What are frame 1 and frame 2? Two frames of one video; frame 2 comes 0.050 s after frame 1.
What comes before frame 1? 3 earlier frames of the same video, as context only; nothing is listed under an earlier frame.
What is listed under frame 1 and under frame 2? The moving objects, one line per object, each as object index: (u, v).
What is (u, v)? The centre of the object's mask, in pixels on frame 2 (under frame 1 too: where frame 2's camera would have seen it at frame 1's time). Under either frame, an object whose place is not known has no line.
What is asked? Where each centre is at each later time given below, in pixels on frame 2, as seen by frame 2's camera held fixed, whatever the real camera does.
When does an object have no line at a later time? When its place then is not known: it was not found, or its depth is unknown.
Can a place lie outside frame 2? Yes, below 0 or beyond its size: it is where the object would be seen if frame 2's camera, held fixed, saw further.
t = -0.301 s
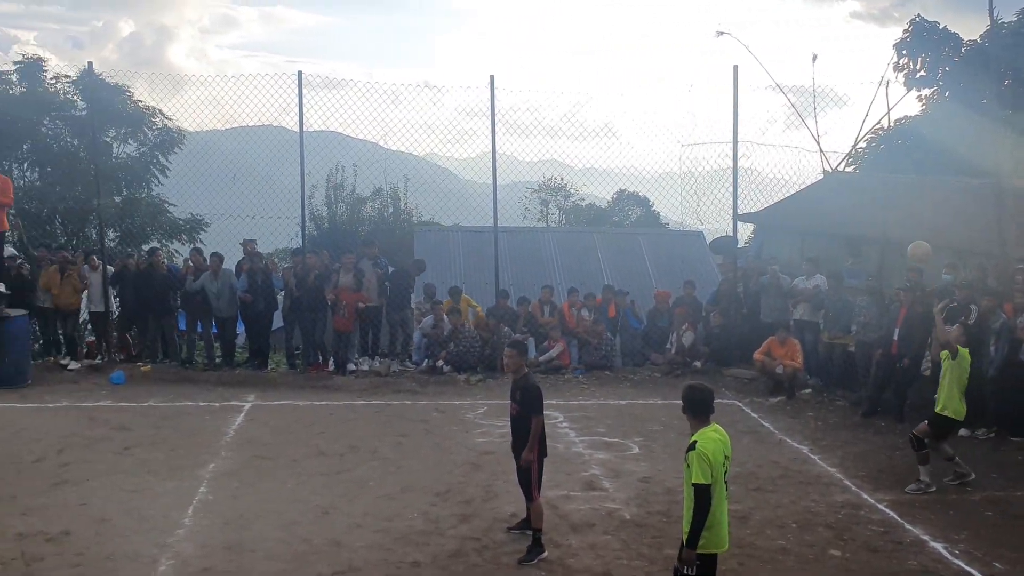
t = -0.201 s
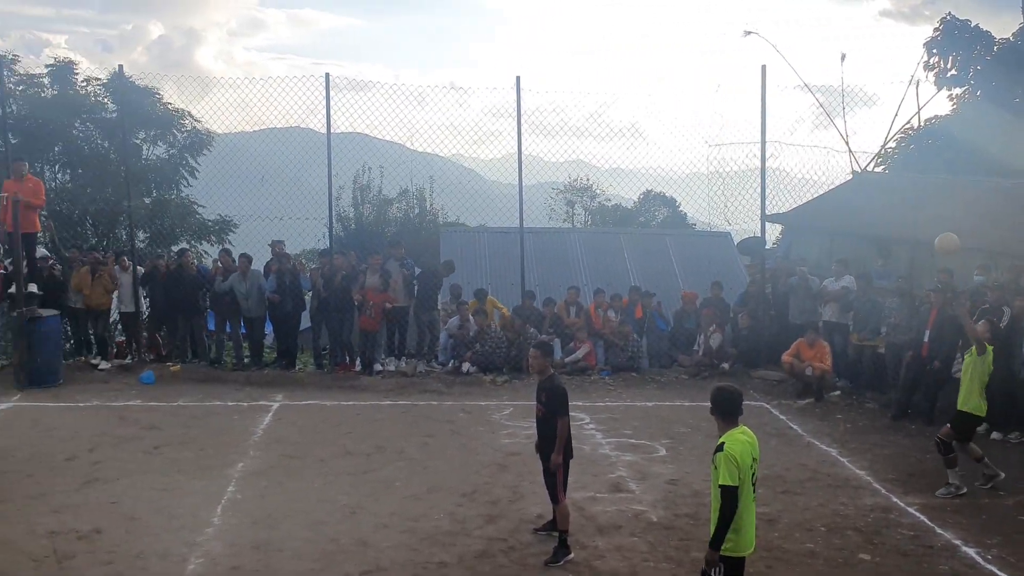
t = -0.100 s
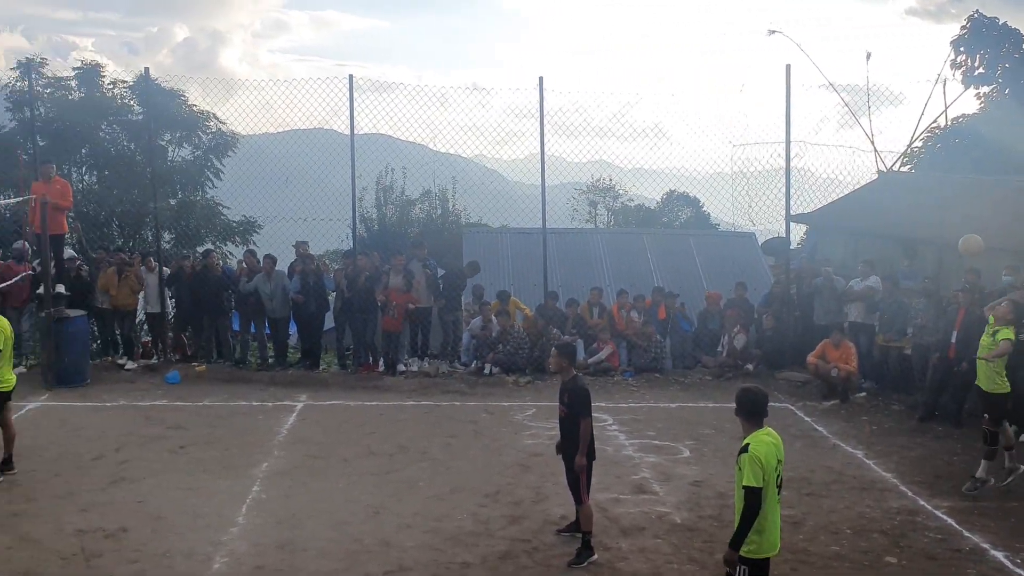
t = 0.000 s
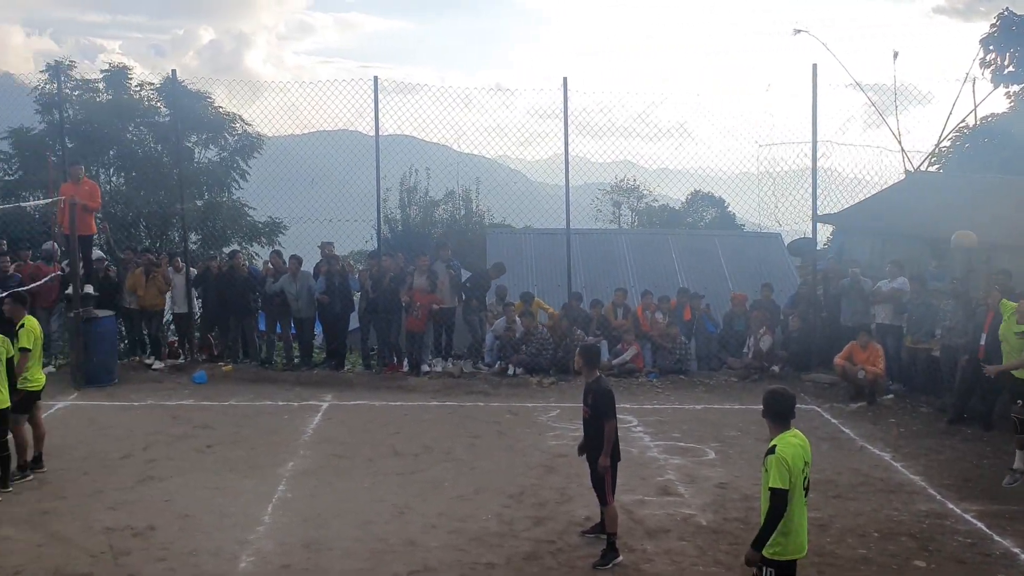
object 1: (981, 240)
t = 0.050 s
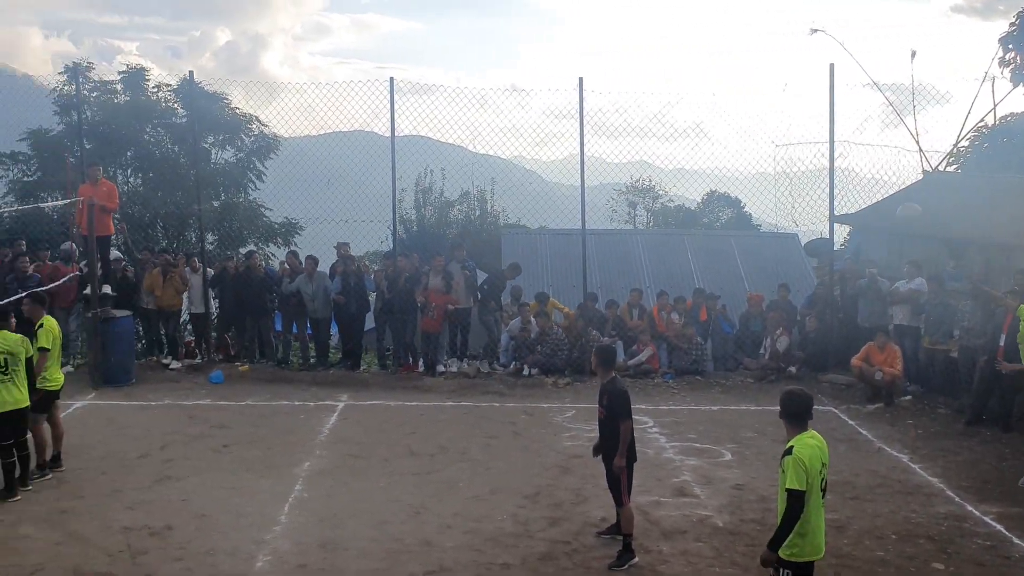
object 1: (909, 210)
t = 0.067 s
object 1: (885, 200)
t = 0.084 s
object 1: (861, 198)
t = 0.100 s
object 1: (838, 189)
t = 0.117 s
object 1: (813, 182)
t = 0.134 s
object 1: (789, 174)
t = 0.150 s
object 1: (764, 166)
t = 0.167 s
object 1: (739, 159)
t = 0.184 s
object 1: (714, 152)
